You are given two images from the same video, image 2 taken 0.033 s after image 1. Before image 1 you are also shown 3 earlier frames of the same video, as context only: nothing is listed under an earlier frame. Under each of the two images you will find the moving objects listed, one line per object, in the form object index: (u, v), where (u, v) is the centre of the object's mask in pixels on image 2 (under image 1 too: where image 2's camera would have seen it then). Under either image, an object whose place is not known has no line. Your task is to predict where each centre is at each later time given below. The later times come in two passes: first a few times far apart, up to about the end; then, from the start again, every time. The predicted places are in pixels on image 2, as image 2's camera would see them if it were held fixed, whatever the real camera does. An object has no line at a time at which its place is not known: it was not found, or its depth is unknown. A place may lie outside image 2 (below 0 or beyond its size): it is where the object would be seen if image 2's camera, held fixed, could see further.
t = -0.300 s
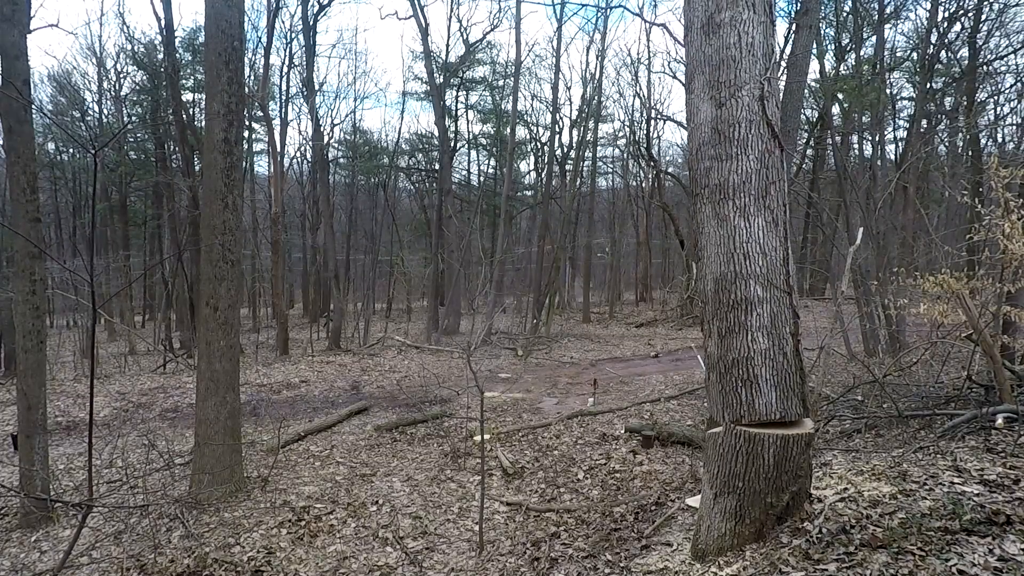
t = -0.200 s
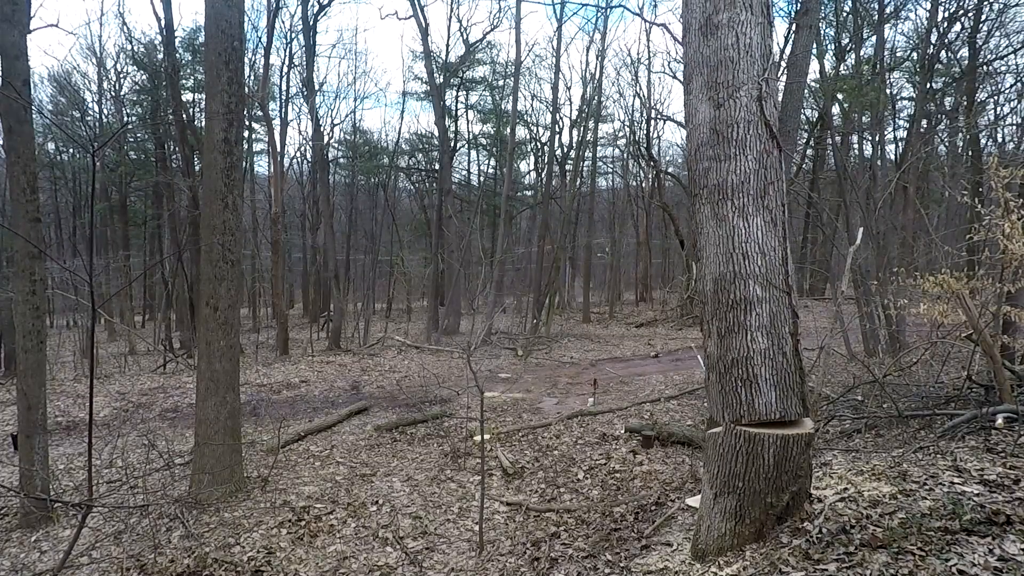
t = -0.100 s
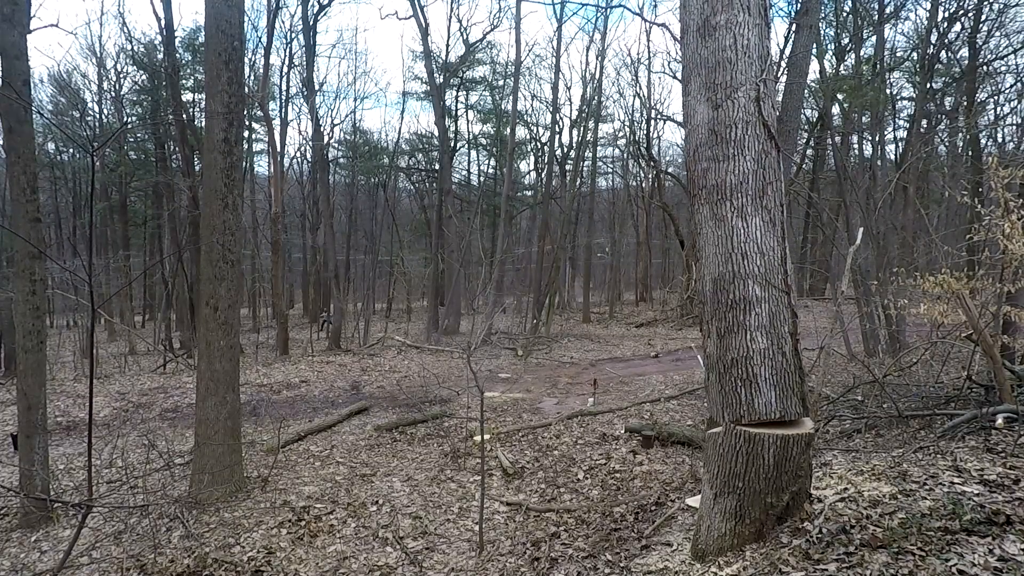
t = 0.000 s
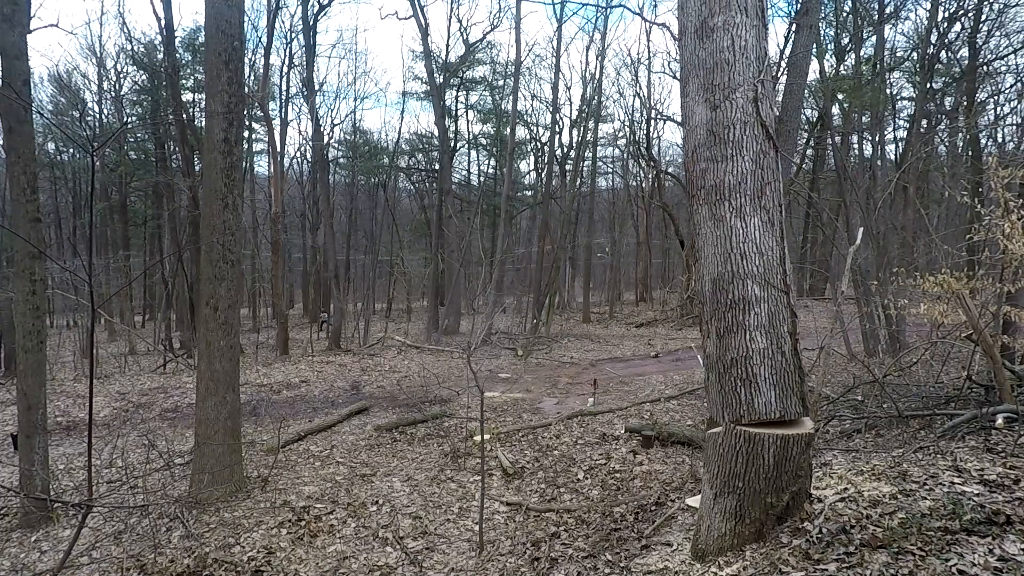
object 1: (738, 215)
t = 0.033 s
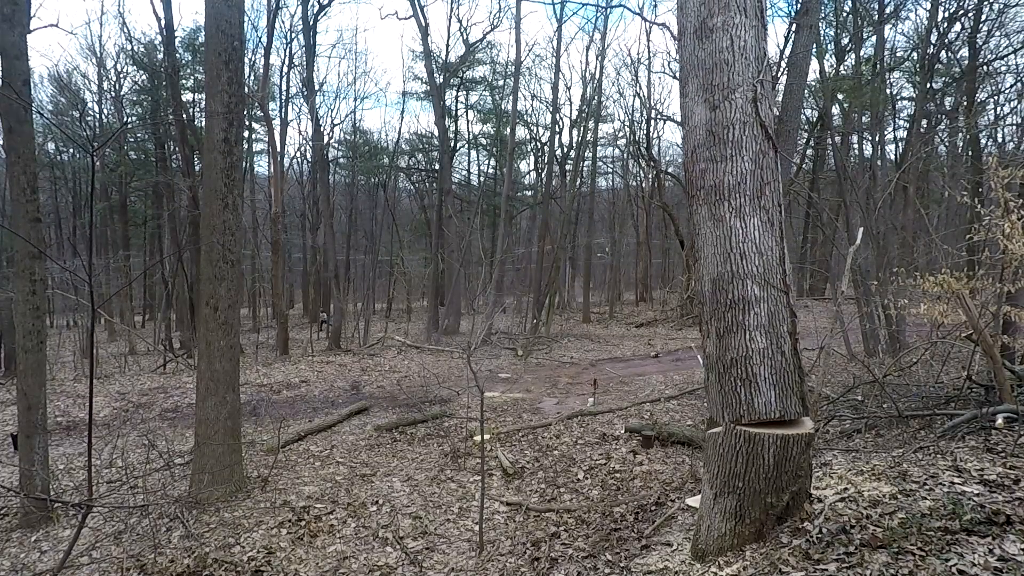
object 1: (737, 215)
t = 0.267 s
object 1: (734, 214)
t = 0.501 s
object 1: (730, 214)
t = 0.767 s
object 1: (726, 215)
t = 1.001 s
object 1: (722, 214)
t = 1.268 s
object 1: (716, 216)
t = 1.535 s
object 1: (708, 217)
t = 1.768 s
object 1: (700, 217)
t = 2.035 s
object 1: (687, 219)
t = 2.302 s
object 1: (672, 223)
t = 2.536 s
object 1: (654, 229)
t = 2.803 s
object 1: (629, 240)
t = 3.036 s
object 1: (595, 244)
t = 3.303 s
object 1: (555, 289)
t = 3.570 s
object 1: (515, 376)
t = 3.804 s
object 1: (474, 439)
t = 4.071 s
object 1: (449, 453)
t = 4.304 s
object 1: (430, 447)
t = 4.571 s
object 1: (417, 449)
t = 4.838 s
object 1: (412, 455)
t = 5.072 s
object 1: (415, 456)
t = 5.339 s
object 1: (418, 455)
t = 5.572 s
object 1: (415, 454)
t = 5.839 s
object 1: (416, 455)
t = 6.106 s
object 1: (415, 454)
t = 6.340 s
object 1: (416, 455)
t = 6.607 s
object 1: (417, 455)
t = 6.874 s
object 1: (416, 454)
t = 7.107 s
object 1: (417, 455)
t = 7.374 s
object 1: (417, 455)
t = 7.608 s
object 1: (417, 455)
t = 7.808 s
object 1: (416, 455)
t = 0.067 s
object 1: (737, 214)
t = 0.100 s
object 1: (736, 215)
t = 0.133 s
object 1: (736, 214)
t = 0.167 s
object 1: (735, 215)
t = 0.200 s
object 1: (735, 214)
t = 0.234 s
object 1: (734, 214)
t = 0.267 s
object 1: (734, 214)
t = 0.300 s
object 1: (733, 214)
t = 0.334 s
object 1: (733, 214)
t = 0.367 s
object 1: (732, 214)
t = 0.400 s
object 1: (732, 214)
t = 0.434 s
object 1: (731, 214)
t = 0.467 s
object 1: (731, 214)
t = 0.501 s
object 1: (730, 214)
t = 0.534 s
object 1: (730, 214)
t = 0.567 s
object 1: (729, 214)
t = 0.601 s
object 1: (729, 214)
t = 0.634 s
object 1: (728, 214)
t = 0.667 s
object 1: (728, 215)
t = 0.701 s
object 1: (727, 214)
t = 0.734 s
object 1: (726, 214)
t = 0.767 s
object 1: (726, 215)
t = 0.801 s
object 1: (725, 215)
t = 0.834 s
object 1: (725, 215)
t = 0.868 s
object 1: (724, 214)
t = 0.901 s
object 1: (723, 214)
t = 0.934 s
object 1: (723, 214)
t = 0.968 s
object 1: (722, 214)
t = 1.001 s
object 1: (722, 214)
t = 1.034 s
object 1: (721, 214)
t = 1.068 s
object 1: (720, 214)
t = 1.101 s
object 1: (720, 214)
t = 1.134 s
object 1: (719, 214)
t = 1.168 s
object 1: (718, 216)
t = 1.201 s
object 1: (717, 216)
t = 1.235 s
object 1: (717, 216)
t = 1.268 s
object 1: (716, 216)
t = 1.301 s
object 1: (715, 216)
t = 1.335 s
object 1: (714, 216)
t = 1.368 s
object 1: (713, 216)
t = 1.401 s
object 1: (713, 216)
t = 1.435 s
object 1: (712, 216)
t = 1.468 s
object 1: (711, 217)
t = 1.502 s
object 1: (710, 217)
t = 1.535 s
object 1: (708, 217)
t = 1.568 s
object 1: (707, 216)
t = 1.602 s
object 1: (706, 216)
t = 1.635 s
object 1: (705, 217)
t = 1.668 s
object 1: (704, 218)
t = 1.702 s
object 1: (703, 218)
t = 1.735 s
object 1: (701, 218)
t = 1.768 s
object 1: (700, 217)
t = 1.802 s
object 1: (699, 218)
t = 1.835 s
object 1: (697, 218)
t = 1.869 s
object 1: (696, 218)
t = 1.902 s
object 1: (694, 219)
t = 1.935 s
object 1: (692, 219)
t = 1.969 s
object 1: (691, 219)
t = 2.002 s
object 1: (689, 219)
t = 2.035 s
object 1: (687, 219)
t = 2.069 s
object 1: (686, 219)
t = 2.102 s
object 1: (684, 220)
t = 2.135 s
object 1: (682, 220)
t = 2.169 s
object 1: (680, 221)
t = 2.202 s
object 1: (678, 222)
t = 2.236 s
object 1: (676, 222)
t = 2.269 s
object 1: (674, 222)
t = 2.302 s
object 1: (672, 223)
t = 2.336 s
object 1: (670, 224)
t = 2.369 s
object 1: (667, 225)
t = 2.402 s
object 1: (665, 225)
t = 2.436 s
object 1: (662, 226)
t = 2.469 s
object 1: (660, 227)
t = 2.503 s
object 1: (657, 228)
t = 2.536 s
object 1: (654, 229)
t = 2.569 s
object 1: (651, 229)
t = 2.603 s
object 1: (648, 231)
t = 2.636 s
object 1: (645, 232)
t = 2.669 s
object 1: (642, 234)
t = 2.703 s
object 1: (639, 235)
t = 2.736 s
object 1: (636, 236)
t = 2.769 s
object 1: (632, 237)
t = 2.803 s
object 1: (629, 240)
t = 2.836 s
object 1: (624, 240)
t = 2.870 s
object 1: (620, 242)
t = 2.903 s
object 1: (615, 242)
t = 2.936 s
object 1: (613, 246)
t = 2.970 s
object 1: (605, 243)
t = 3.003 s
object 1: (599, 242)
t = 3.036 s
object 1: (595, 244)
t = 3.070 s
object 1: (590, 247)
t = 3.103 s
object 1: (583, 246)
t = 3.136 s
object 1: (577, 249)
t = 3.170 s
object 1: (572, 254)
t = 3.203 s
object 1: (564, 256)
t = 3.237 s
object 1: (563, 268)
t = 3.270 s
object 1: (553, 272)
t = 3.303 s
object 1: (555, 289)
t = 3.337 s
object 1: (557, 304)
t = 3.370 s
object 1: (554, 317)
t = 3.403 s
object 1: (547, 325)
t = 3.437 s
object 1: (547, 339)
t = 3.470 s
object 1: (539, 347)
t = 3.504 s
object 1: (533, 357)
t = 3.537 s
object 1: (522, 365)
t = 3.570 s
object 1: (515, 376)
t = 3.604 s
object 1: (512, 391)
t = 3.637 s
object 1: (503, 400)
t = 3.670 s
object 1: (496, 411)
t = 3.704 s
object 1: (484, 413)
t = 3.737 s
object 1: (477, 421)
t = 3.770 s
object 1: (473, 429)
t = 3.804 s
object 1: (474, 439)
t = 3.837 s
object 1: (485, 451)
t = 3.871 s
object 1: (479, 449)
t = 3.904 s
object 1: (471, 447)
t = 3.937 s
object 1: (461, 444)
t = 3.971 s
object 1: (457, 448)
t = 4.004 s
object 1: (449, 447)
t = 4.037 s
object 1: (452, 454)
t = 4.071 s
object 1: (449, 453)
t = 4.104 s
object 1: (440, 446)
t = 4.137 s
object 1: (445, 451)
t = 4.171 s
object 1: (440, 448)
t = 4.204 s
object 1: (436, 447)
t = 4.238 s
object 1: (434, 446)
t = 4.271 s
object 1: (435, 448)
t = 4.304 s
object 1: (430, 447)
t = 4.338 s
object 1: (428, 448)
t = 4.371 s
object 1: (425, 447)
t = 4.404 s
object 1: (421, 447)
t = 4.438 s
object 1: (420, 447)
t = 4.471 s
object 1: (421, 449)
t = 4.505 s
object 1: (421, 450)
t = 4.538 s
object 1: (419, 450)
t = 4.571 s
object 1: (417, 449)
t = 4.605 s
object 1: (417, 450)
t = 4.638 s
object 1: (418, 451)
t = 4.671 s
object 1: (418, 451)
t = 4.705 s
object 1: (417, 452)
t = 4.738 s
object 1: (415, 453)
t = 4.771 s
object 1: (414, 455)
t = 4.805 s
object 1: (414, 455)
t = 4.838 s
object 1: (412, 455)
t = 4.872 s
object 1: (413, 456)
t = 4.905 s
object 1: (415, 457)
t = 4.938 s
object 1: (414, 456)
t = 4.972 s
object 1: (413, 455)
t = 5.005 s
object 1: (415, 457)
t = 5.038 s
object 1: (415, 456)
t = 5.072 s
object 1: (415, 456)
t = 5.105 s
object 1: (417, 456)
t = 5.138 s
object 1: (412, 451)
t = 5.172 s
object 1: (413, 451)
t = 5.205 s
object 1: (417, 454)
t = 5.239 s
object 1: (417, 454)
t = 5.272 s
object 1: (417, 454)
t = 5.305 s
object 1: (417, 455)
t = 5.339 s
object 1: (418, 455)
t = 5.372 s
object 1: (415, 452)
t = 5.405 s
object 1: (416, 453)
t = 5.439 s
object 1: (415, 452)
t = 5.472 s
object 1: (419, 455)
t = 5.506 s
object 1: (419, 455)
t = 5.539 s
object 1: (418, 456)
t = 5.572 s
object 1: (415, 454)
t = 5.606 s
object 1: (415, 454)
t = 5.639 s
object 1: (416, 454)
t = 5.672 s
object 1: (416, 455)
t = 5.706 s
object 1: (416, 455)
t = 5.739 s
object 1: (416, 455)
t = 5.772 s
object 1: (416, 455)
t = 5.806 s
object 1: (416, 455)
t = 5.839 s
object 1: (416, 455)
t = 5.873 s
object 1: (415, 455)
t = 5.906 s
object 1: (415, 455)
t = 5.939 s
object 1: (416, 455)
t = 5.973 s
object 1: (416, 455)
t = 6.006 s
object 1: (416, 455)
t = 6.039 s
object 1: (416, 455)
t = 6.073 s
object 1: (416, 455)
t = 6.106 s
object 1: (415, 454)
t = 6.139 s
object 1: (415, 454)
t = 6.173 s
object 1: (416, 454)
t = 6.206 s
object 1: (416, 455)
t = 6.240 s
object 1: (416, 455)
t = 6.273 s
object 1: (417, 455)
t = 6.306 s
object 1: (416, 455)
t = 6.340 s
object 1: (416, 455)
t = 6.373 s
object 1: (416, 455)
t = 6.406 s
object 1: (416, 455)
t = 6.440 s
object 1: (416, 455)
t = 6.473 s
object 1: (416, 455)
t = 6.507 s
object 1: (417, 455)
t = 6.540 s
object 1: (417, 455)
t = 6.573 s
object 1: (417, 455)
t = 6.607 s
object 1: (417, 455)
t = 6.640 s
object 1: (417, 455)
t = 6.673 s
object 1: (416, 455)
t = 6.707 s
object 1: (415, 454)
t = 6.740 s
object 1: (415, 454)
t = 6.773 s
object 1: (415, 454)
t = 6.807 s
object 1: (416, 455)
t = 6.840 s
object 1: (415, 454)
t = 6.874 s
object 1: (416, 454)
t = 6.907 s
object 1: (416, 455)
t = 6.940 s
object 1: (416, 455)
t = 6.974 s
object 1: (416, 455)
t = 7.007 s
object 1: (416, 455)
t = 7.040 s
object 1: (416, 455)
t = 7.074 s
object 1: (416, 455)
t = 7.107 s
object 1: (417, 455)
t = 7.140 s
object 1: (417, 455)
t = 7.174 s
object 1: (416, 455)
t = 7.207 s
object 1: (417, 455)
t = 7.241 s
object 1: (416, 455)
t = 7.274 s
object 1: (416, 455)
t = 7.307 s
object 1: (416, 455)
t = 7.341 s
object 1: (416, 453)
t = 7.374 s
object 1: (417, 455)
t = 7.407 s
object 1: (417, 455)
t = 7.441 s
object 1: (417, 455)
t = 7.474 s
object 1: (417, 455)
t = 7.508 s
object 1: (416, 455)
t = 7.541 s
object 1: (416, 455)
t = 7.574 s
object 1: (416, 455)
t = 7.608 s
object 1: (417, 455)
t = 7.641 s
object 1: (417, 455)
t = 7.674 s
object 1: (417, 455)
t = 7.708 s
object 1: (416, 455)
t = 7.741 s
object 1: (416, 455)
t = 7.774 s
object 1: (416, 455)
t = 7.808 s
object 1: (416, 455)
